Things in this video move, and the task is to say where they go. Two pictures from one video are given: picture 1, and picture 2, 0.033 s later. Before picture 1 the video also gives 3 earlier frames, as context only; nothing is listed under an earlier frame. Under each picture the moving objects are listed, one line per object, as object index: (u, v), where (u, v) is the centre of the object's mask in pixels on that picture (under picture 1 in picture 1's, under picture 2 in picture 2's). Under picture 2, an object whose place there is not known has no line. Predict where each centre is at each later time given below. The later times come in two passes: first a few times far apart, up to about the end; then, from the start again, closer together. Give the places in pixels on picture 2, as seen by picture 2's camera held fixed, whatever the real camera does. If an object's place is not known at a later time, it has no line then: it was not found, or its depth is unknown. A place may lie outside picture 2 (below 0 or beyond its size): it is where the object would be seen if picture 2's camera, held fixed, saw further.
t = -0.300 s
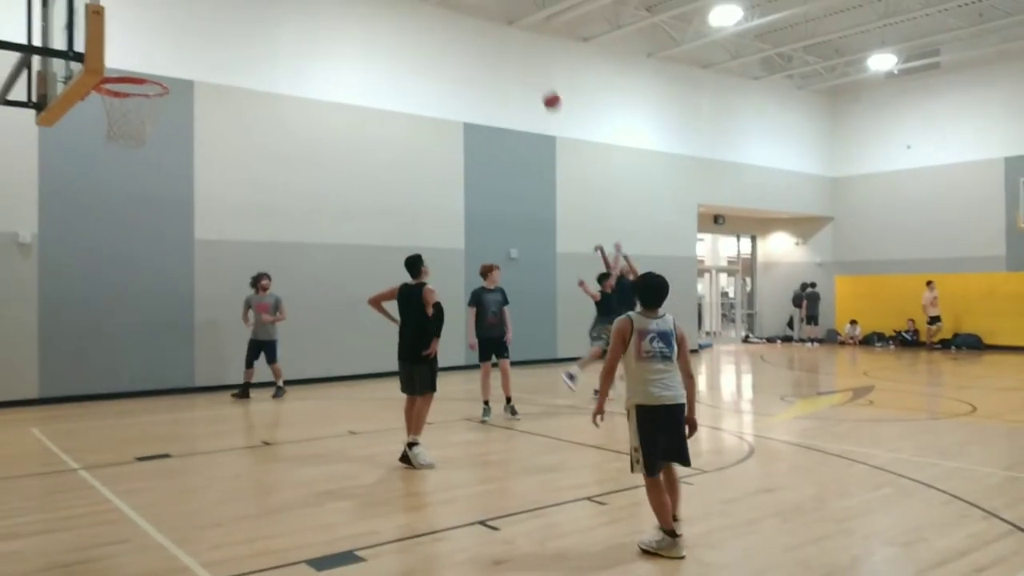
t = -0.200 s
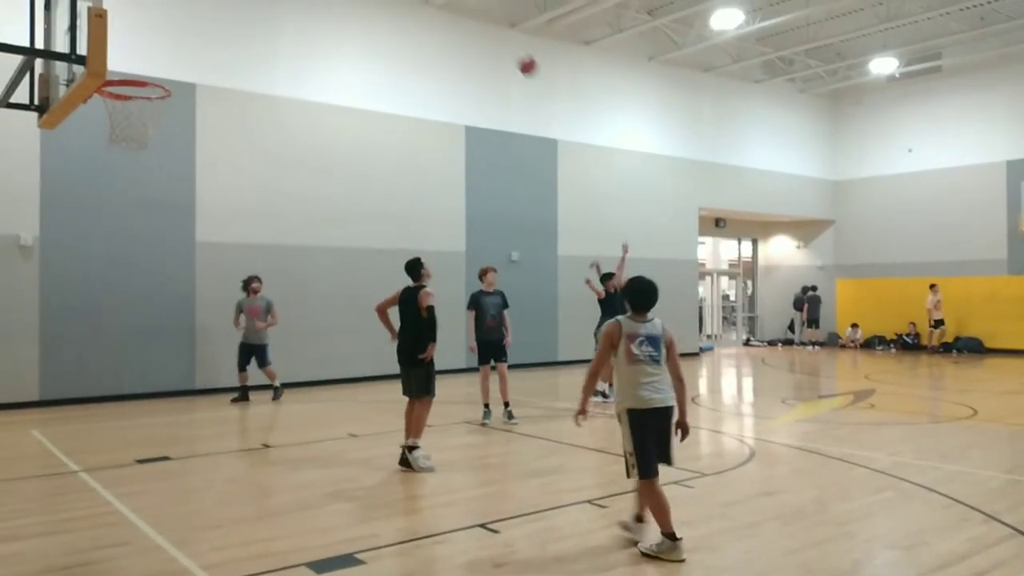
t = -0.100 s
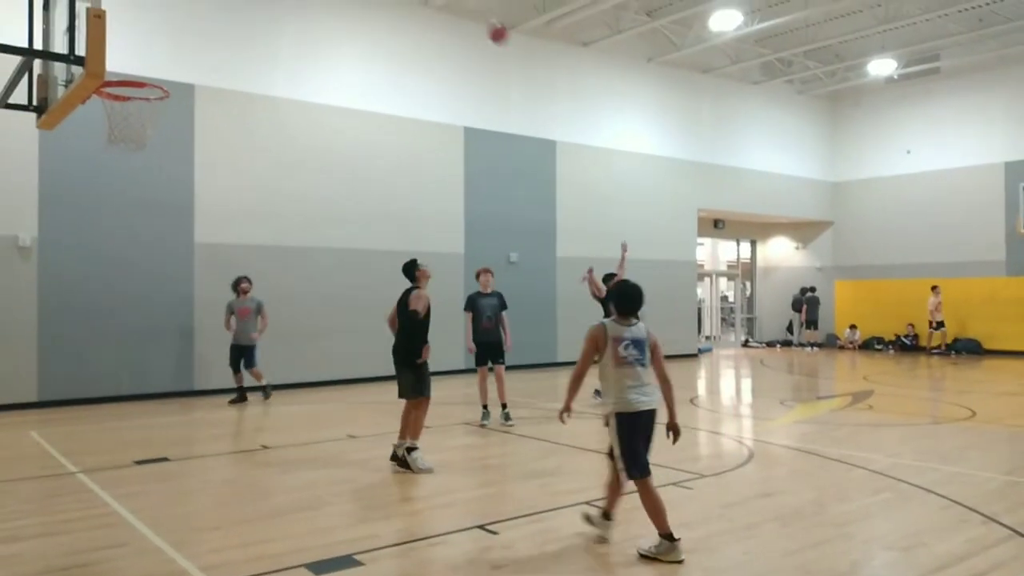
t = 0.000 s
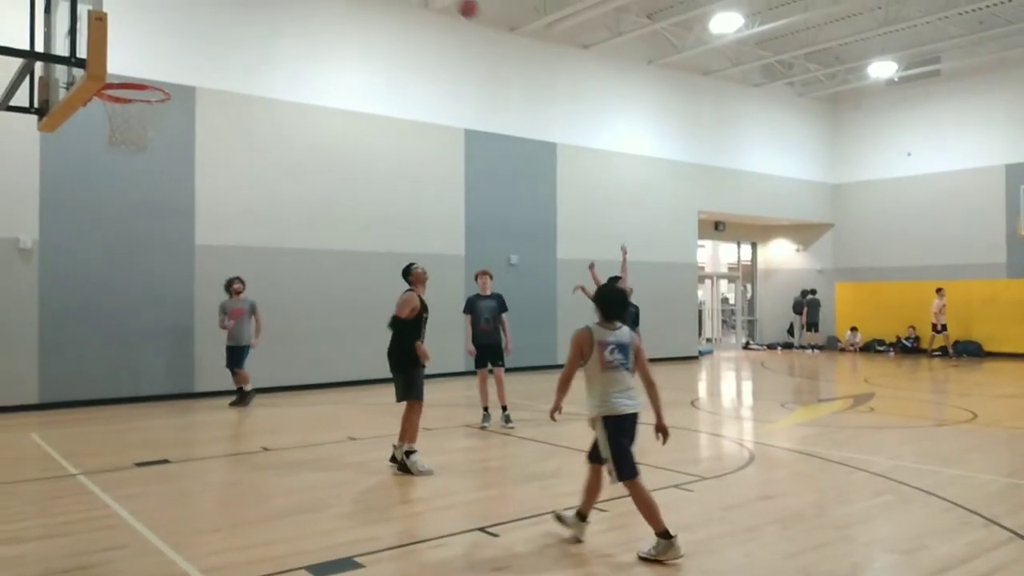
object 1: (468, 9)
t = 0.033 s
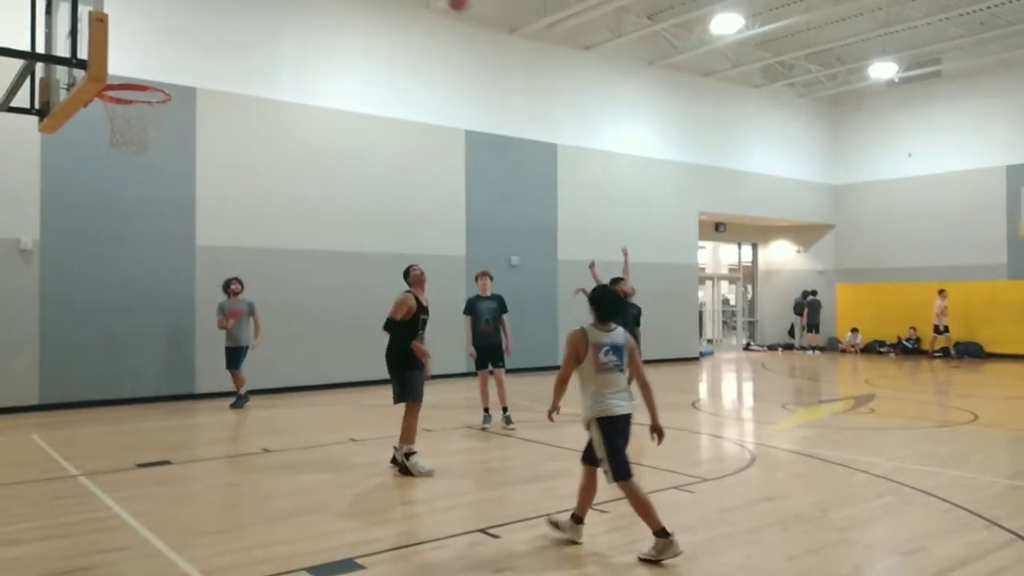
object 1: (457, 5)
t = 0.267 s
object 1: (369, -26)
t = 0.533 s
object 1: (236, -13)
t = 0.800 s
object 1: (115, 52)
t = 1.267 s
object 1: (231, 25)
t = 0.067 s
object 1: (445, 1)
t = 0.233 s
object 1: (382, -21)
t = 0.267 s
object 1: (369, -26)
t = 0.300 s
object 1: (354, -30)
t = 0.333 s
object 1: (340, -32)
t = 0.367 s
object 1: (325, -34)
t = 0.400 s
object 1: (308, -34)
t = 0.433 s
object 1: (291, -30)
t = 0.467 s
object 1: (274, -26)
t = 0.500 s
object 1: (256, -20)
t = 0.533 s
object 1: (236, -13)
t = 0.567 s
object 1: (214, -4)
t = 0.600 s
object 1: (193, 7)
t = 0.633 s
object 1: (171, 20)
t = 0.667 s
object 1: (148, 35)
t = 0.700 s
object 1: (126, 50)
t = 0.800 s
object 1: (115, 52)
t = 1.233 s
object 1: (225, 18)
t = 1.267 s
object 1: (231, 25)
